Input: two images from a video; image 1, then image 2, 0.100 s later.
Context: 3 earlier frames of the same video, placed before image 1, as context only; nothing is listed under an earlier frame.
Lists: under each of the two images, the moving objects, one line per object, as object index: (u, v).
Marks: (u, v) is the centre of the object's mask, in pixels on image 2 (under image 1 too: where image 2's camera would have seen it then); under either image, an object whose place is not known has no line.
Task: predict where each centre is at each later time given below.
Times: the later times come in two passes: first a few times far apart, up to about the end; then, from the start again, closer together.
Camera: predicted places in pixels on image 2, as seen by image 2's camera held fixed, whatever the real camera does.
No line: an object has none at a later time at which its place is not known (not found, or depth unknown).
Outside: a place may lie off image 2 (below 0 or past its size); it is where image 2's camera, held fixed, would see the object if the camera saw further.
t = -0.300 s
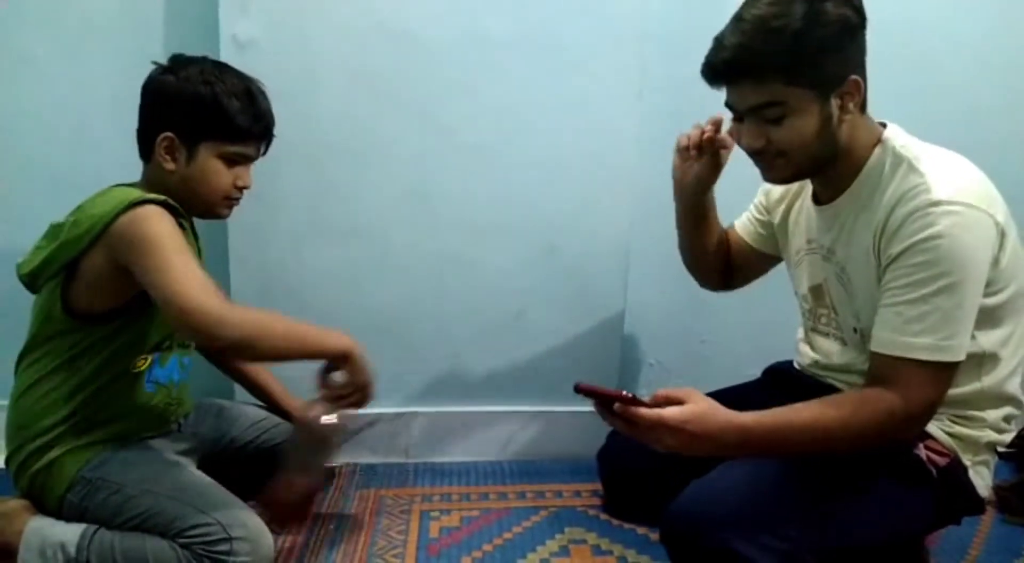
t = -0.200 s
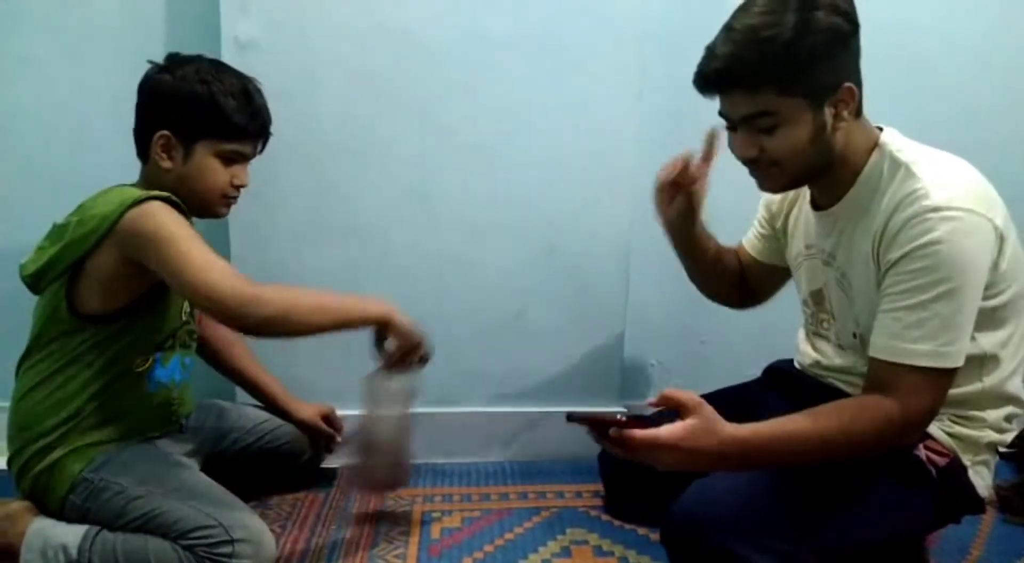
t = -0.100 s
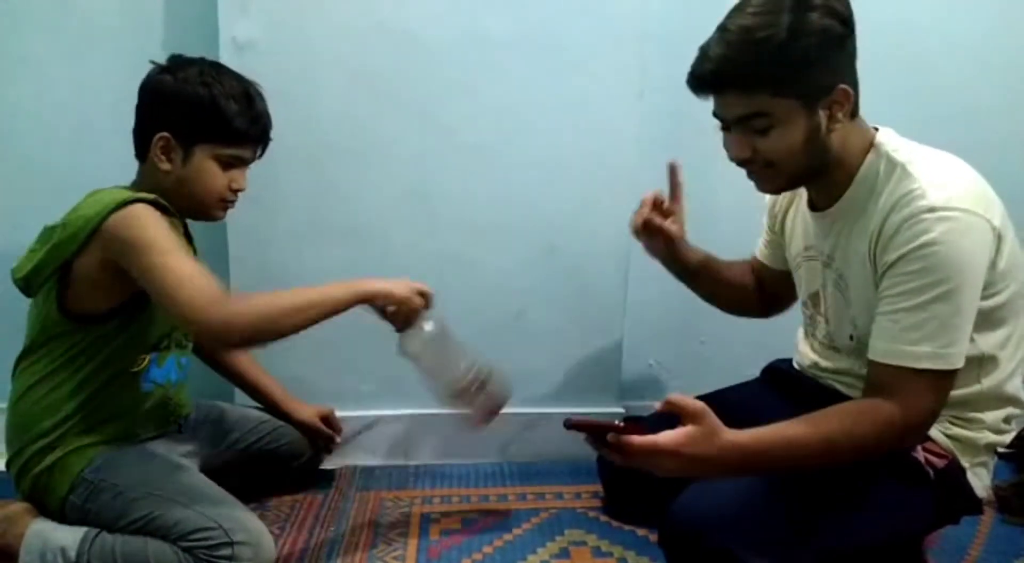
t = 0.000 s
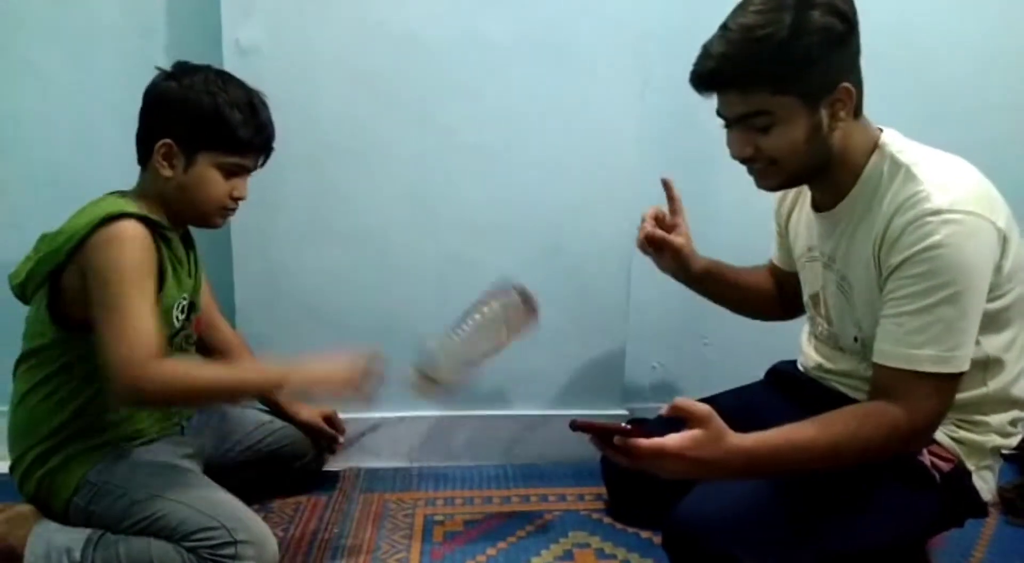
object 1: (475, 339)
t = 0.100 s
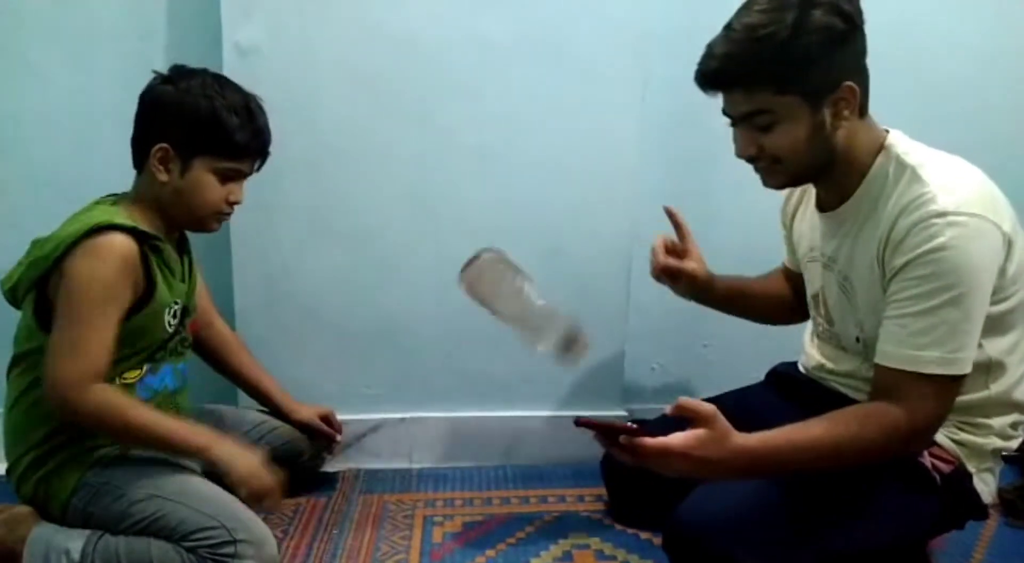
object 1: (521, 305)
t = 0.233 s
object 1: (506, 325)
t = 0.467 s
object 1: (479, 474)
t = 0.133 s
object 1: (525, 294)
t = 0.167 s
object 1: (519, 294)
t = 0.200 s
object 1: (512, 303)
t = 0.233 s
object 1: (506, 325)
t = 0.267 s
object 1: (501, 355)
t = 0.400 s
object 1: (484, 470)
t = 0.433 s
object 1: (483, 472)
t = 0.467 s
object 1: (479, 474)
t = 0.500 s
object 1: (476, 476)
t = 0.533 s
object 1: (472, 479)
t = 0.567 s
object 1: (466, 484)
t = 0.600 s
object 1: (460, 493)
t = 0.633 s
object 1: (451, 504)
